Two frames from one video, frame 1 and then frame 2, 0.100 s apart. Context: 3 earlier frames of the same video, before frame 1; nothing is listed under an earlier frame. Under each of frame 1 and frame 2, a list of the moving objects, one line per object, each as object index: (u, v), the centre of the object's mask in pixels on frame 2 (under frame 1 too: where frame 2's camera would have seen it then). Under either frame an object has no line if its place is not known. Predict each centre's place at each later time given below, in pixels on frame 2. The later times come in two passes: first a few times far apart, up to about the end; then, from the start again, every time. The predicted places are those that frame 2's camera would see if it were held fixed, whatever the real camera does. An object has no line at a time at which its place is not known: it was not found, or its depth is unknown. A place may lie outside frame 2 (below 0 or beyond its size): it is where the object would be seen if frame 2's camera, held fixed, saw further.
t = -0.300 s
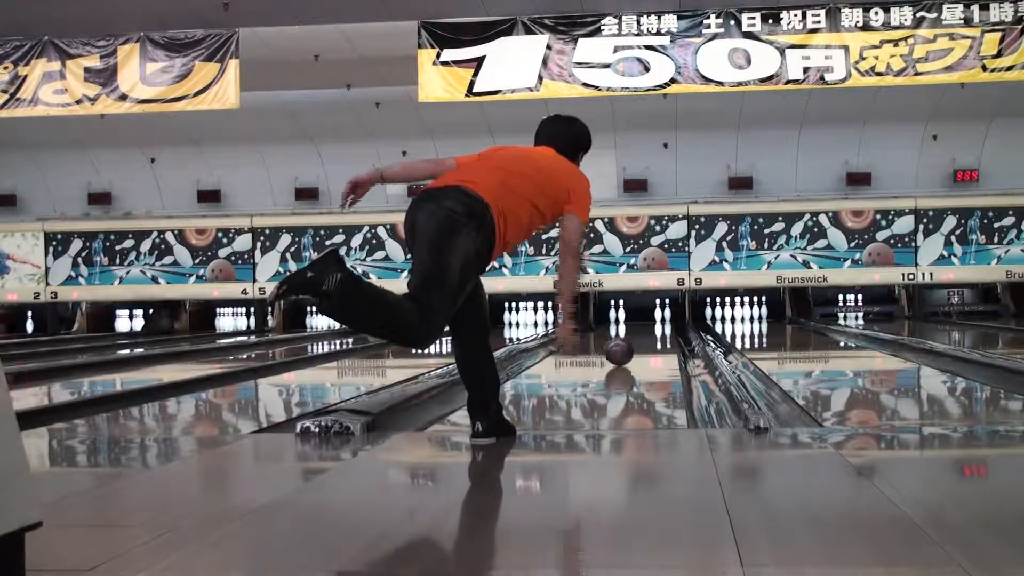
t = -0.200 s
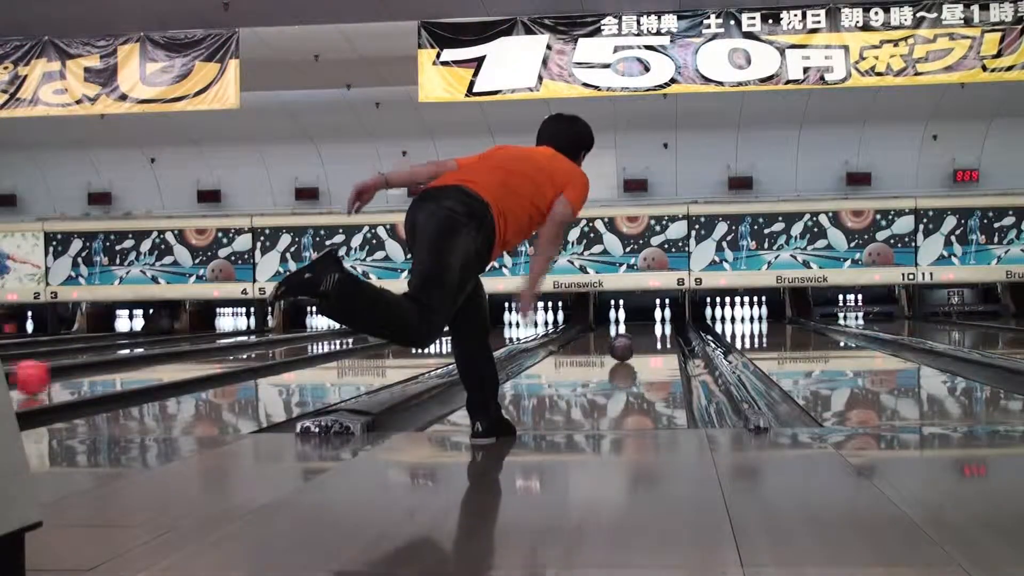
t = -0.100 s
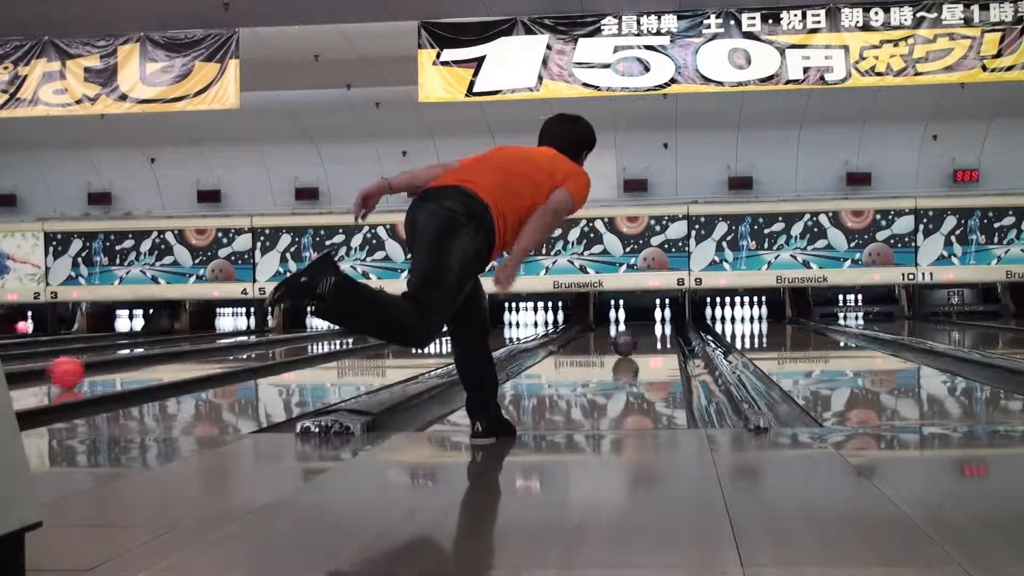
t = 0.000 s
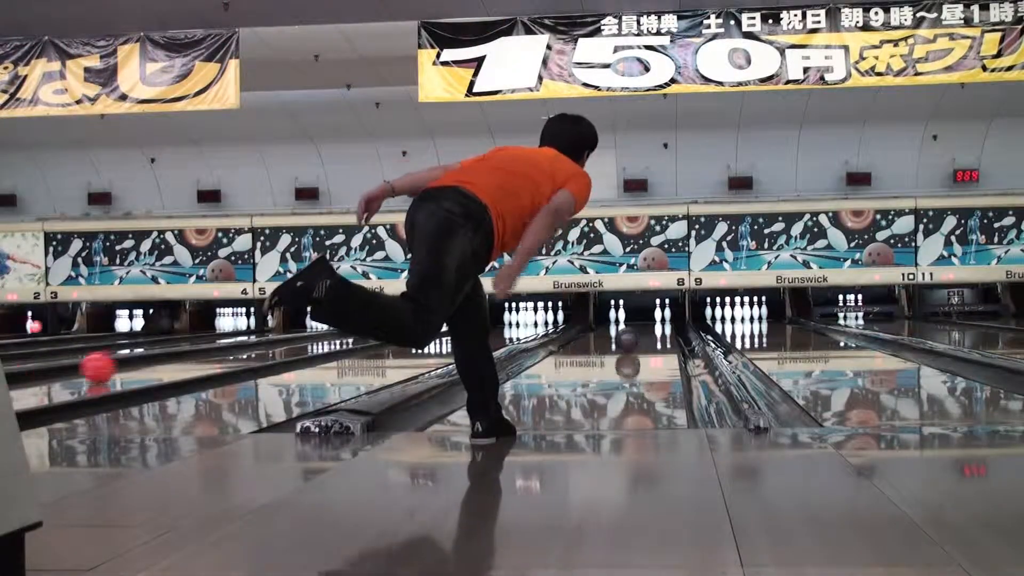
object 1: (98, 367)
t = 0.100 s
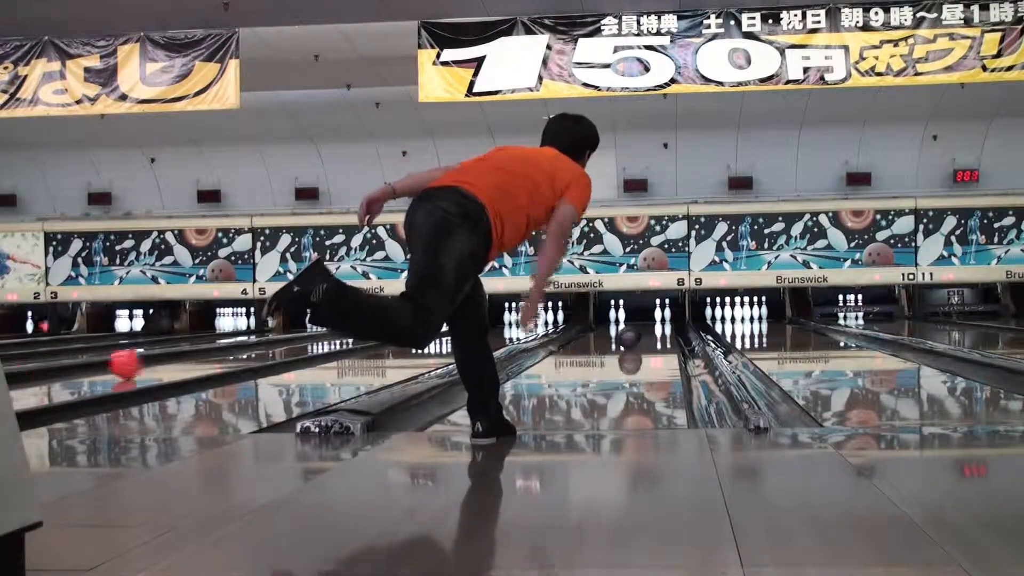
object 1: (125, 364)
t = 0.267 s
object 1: (166, 357)
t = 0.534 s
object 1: (218, 350)
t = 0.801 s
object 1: (260, 343)
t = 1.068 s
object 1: (295, 339)
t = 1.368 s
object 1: (326, 335)
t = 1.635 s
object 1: (349, 332)
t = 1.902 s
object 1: (369, 329)
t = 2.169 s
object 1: (387, 327)
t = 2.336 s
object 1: (397, 326)
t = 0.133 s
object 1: (134, 362)
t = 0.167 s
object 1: (143, 360)
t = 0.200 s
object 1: (151, 359)
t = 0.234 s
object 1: (158, 358)
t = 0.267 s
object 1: (166, 357)
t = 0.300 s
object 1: (173, 356)
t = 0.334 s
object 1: (180, 355)
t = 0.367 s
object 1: (187, 354)
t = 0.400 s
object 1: (193, 353)
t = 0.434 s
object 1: (200, 352)
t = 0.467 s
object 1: (207, 352)
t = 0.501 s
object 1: (212, 351)
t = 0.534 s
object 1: (218, 350)
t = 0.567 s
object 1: (225, 349)
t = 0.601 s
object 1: (228, 348)
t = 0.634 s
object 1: (235, 347)
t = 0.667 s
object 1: (241, 346)
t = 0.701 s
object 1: (246, 346)
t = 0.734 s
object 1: (251, 345)
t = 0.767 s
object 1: (256, 344)
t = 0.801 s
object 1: (260, 343)
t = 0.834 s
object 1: (264, 343)
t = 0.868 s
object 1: (270, 343)
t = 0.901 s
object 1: (274, 342)
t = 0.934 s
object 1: (278, 342)
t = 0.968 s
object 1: (282, 341)
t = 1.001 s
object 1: (286, 340)
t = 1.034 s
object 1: (290, 340)
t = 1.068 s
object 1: (295, 339)
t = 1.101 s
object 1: (298, 339)
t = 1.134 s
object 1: (301, 338)
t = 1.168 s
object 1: (305, 338)
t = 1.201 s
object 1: (309, 337)
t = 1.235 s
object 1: (313, 337)
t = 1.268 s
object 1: (316, 337)
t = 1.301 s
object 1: (320, 336)
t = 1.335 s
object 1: (323, 335)
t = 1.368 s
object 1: (326, 335)
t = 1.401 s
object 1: (329, 335)
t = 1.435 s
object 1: (332, 335)
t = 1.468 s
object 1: (335, 334)
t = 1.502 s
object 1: (338, 333)
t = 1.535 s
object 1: (341, 333)
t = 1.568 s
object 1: (343, 333)
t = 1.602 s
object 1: (346, 333)
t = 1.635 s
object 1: (349, 332)
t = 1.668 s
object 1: (352, 331)
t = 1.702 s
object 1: (356, 331)
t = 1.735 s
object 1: (358, 330)
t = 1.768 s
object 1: (360, 330)
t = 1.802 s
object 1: (362, 330)
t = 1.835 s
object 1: (364, 330)
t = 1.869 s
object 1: (367, 330)
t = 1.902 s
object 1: (369, 329)
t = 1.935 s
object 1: (372, 329)
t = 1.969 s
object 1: (375, 328)
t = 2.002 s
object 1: (376, 329)
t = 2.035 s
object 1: (379, 327)
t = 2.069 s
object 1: (380, 327)
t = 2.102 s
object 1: (383, 327)
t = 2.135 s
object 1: (386, 327)
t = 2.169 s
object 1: (387, 327)
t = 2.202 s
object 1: (389, 327)
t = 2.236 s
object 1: (392, 327)
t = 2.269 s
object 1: (394, 326)
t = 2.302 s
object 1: (395, 326)
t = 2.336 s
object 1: (397, 326)
